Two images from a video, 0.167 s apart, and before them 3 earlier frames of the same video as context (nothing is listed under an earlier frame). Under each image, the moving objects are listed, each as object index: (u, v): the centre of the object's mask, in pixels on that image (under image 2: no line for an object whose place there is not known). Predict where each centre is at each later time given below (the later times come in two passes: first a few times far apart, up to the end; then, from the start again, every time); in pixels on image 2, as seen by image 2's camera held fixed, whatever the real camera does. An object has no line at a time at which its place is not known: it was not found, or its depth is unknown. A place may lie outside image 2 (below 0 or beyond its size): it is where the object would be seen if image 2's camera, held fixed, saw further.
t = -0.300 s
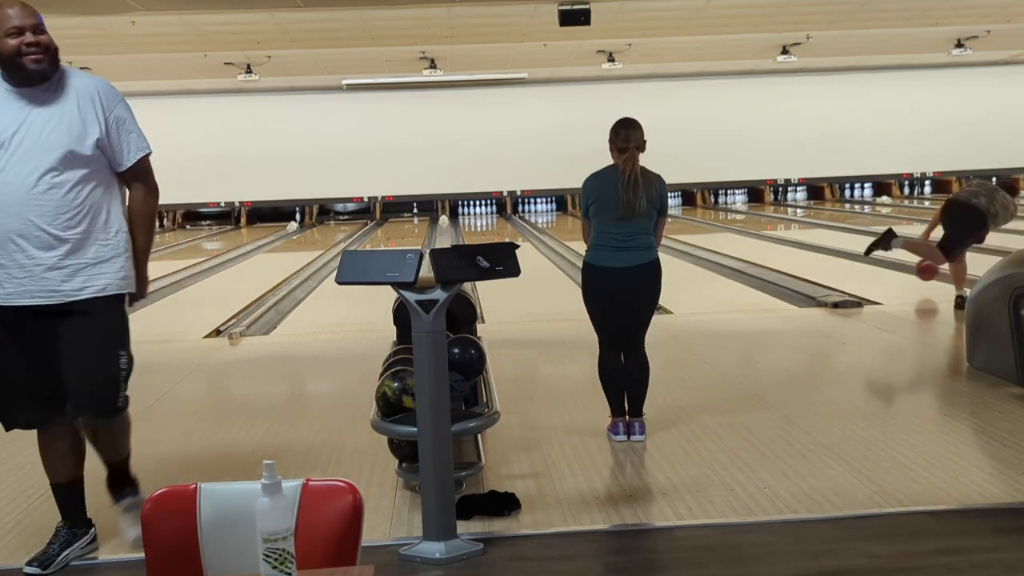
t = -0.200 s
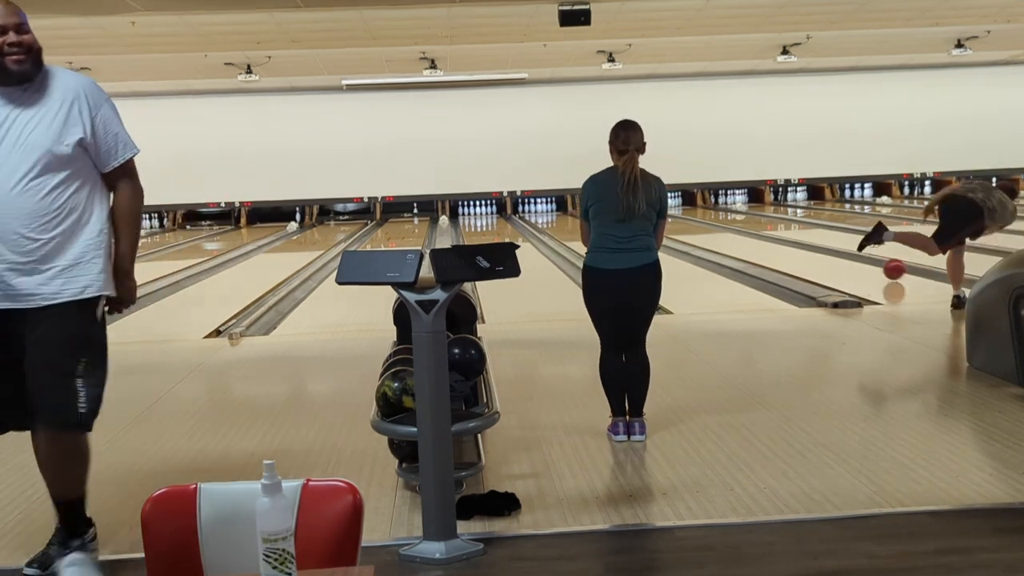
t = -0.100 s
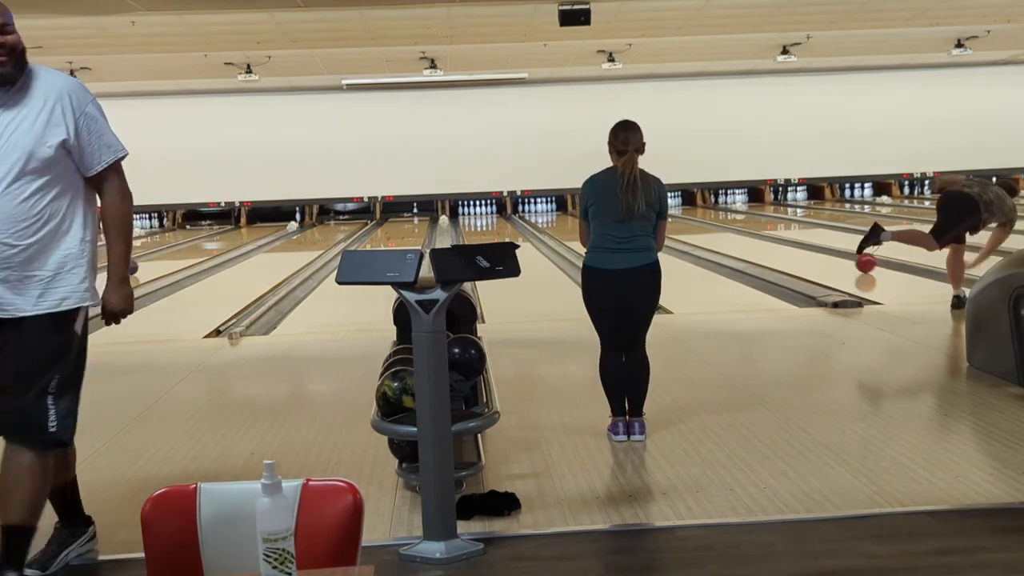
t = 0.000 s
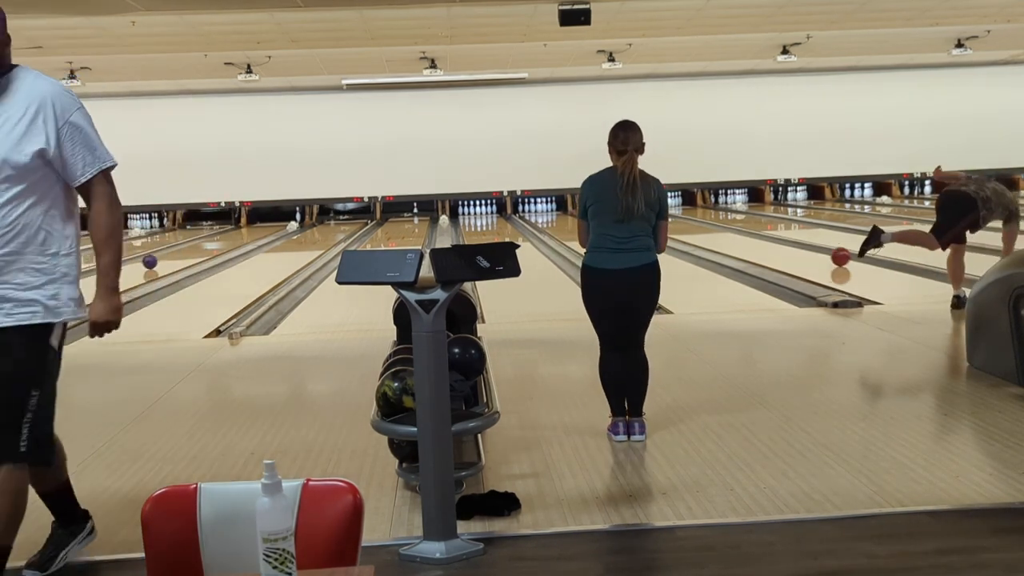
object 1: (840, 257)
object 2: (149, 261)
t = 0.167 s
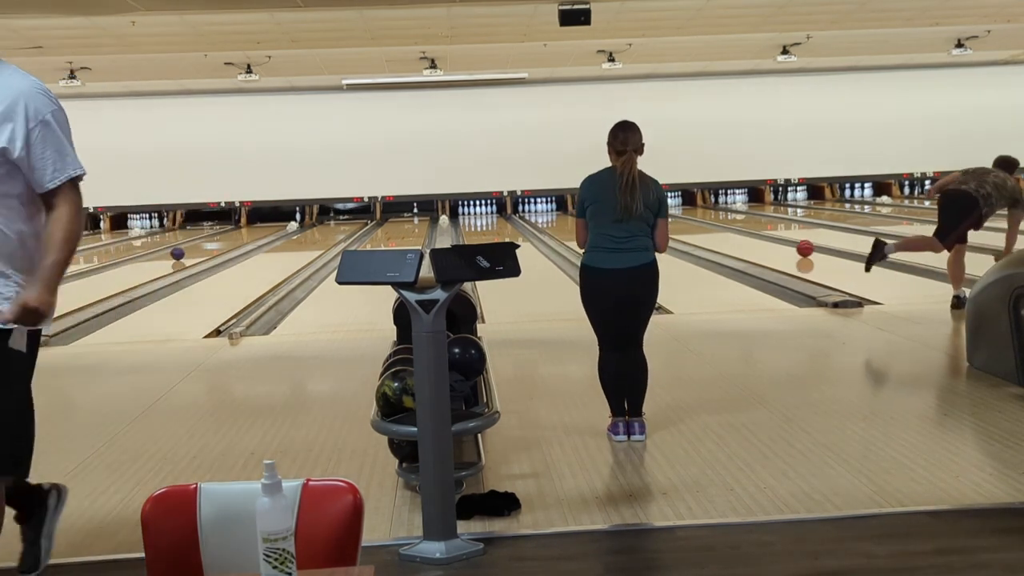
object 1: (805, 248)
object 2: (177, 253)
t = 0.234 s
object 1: (792, 246)
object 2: (187, 250)
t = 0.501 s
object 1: (750, 237)
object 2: (220, 240)
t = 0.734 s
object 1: (720, 230)
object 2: (243, 233)
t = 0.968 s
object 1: (696, 224)
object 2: (262, 227)
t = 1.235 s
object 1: (672, 219)
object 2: (278, 222)
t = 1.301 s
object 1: (666, 217)
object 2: (281, 221)
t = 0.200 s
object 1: (799, 247)
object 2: (182, 252)
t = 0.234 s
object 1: (792, 246)
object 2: (187, 250)
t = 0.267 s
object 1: (786, 244)
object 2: (191, 249)
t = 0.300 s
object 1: (781, 243)
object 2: (196, 248)
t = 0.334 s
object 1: (775, 242)
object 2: (200, 246)
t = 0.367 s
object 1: (770, 241)
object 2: (204, 245)
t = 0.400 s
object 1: (764, 240)
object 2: (208, 244)
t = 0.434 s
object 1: (759, 239)
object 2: (212, 243)
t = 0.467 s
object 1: (754, 238)
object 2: (216, 242)
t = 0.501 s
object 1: (750, 237)
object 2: (220, 240)
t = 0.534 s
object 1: (745, 236)
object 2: (224, 239)
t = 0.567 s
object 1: (741, 234)
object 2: (227, 238)
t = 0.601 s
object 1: (736, 234)
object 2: (231, 237)
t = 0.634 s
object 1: (732, 233)
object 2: (234, 236)
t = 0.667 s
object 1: (728, 232)
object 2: (237, 235)
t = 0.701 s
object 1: (724, 231)
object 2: (240, 234)
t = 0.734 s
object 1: (720, 230)
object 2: (243, 233)
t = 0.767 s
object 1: (716, 229)
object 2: (246, 232)
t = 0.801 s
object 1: (712, 228)
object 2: (249, 231)
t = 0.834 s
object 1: (709, 227)
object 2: (252, 230)
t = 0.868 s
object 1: (705, 226)
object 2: (254, 230)
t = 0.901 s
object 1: (702, 226)
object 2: (256, 229)
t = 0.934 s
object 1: (699, 225)
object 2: (259, 228)
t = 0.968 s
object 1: (696, 224)
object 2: (262, 227)
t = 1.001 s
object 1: (692, 224)
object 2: (264, 227)
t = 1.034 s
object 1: (689, 223)
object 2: (266, 226)
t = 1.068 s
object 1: (686, 222)
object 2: (268, 226)
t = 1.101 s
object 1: (683, 222)
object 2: (270, 225)
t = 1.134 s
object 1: (680, 221)
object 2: (273, 224)
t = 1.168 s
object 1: (677, 220)
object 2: (274, 223)
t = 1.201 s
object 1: (675, 219)
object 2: (276, 223)
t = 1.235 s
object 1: (672, 219)
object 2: (278, 222)
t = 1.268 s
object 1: (669, 218)
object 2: (279, 222)
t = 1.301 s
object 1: (666, 217)
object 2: (281, 221)
